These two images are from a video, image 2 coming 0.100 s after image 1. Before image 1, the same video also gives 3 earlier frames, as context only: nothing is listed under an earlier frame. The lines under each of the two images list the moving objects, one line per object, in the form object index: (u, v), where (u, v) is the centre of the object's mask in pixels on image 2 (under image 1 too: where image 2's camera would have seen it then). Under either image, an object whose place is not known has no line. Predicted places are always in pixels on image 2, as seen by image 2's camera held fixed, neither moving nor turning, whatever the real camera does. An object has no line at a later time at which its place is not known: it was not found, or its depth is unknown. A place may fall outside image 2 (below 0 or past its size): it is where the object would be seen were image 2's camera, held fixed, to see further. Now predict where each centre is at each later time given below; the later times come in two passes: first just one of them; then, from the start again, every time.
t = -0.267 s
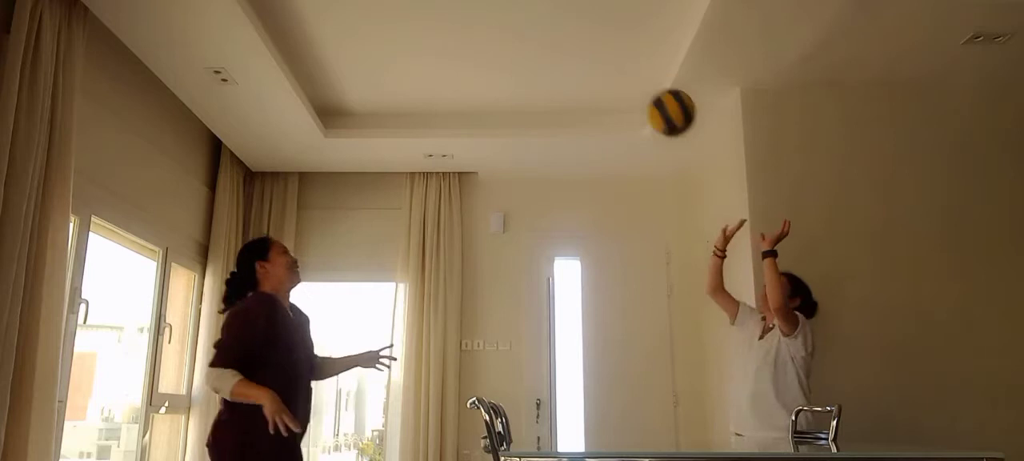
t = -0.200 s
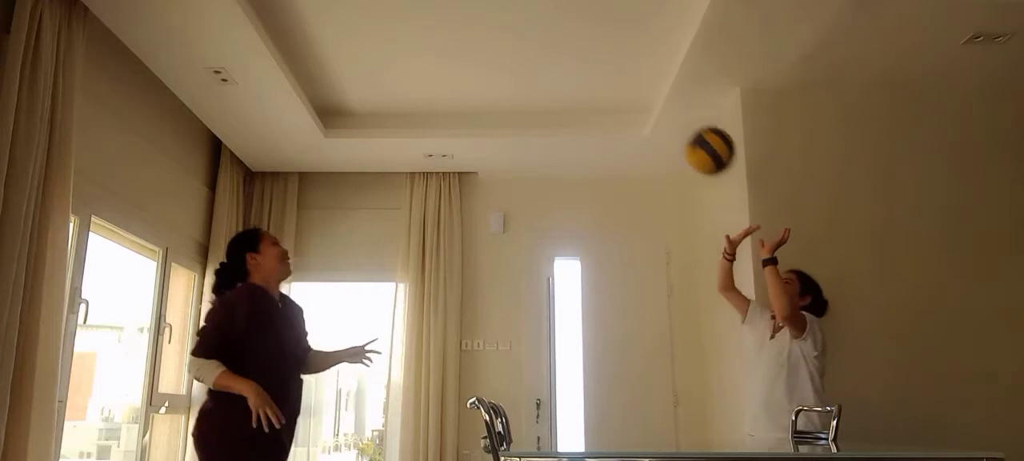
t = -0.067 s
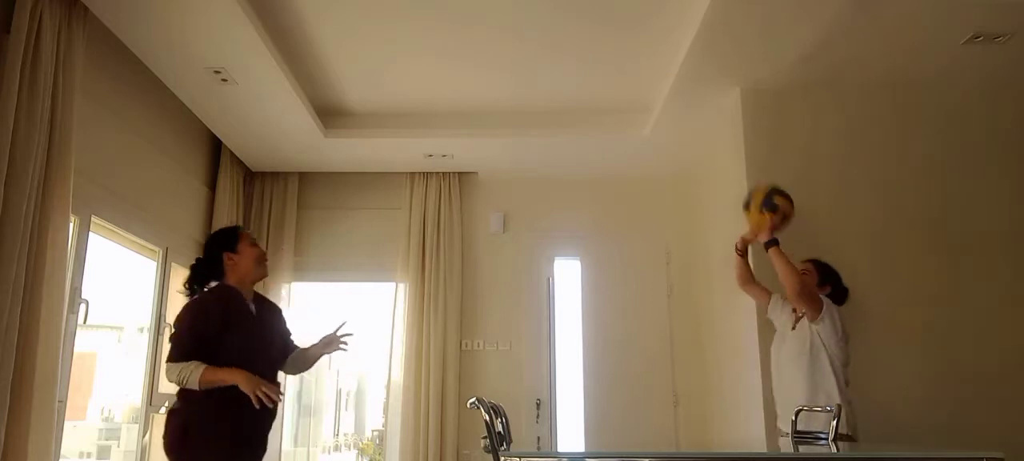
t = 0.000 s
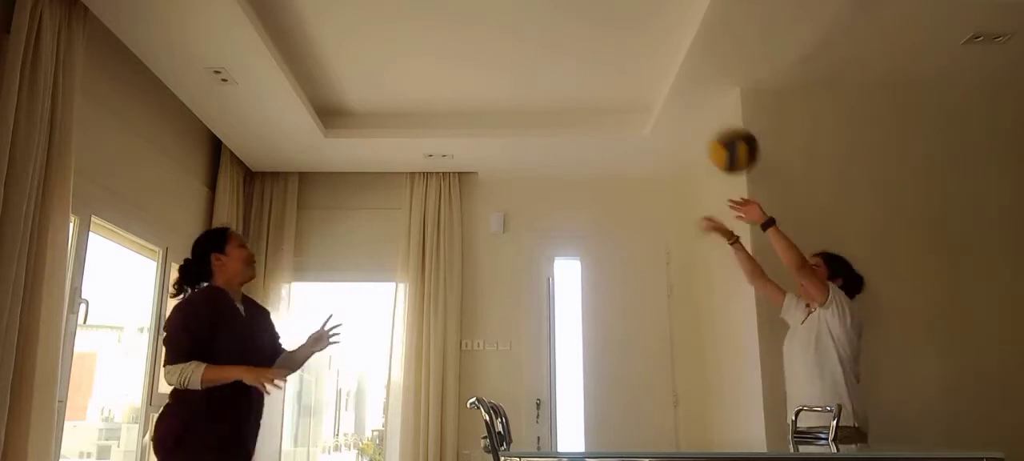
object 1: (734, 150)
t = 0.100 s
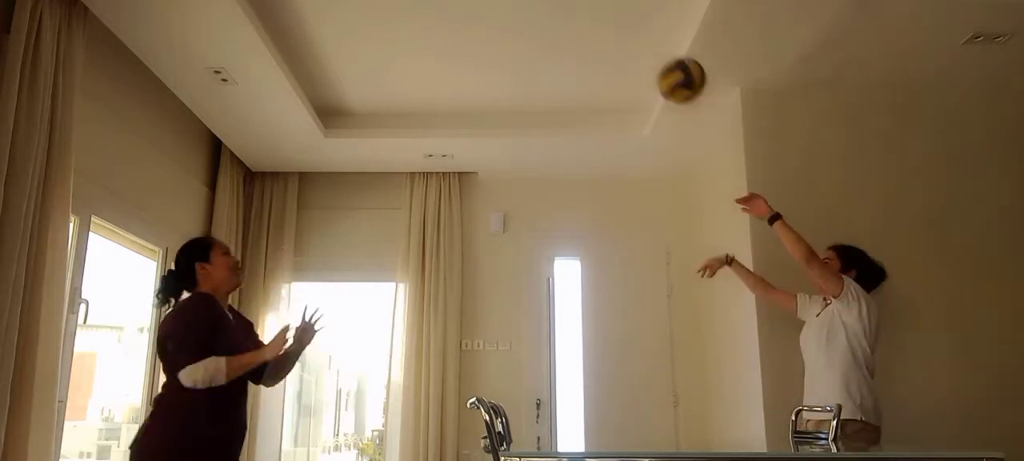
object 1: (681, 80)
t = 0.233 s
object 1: (616, 20)
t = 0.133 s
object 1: (665, 61)
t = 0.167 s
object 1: (648, 45)
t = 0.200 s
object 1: (632, 30)
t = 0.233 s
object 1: (616, 20)
